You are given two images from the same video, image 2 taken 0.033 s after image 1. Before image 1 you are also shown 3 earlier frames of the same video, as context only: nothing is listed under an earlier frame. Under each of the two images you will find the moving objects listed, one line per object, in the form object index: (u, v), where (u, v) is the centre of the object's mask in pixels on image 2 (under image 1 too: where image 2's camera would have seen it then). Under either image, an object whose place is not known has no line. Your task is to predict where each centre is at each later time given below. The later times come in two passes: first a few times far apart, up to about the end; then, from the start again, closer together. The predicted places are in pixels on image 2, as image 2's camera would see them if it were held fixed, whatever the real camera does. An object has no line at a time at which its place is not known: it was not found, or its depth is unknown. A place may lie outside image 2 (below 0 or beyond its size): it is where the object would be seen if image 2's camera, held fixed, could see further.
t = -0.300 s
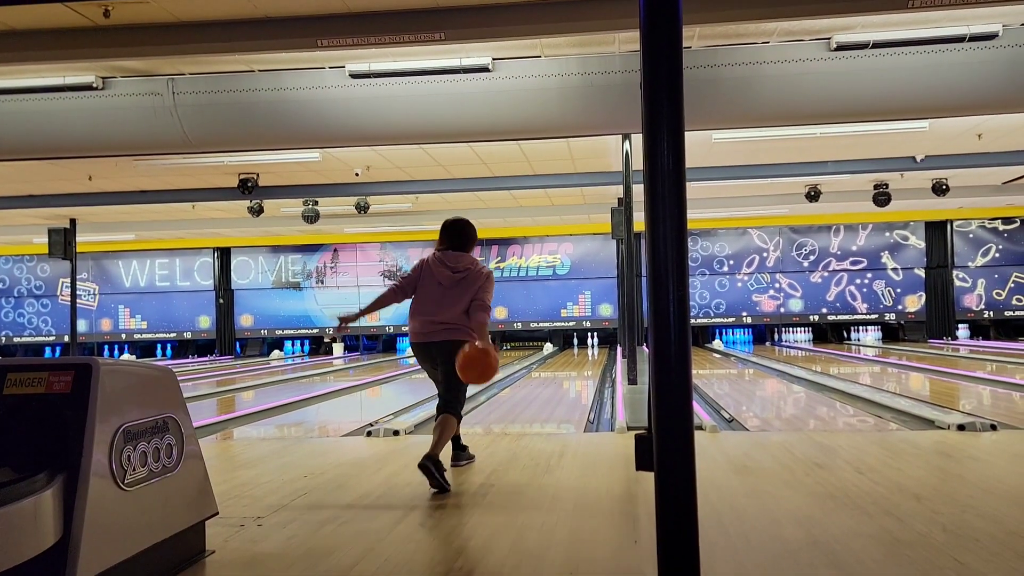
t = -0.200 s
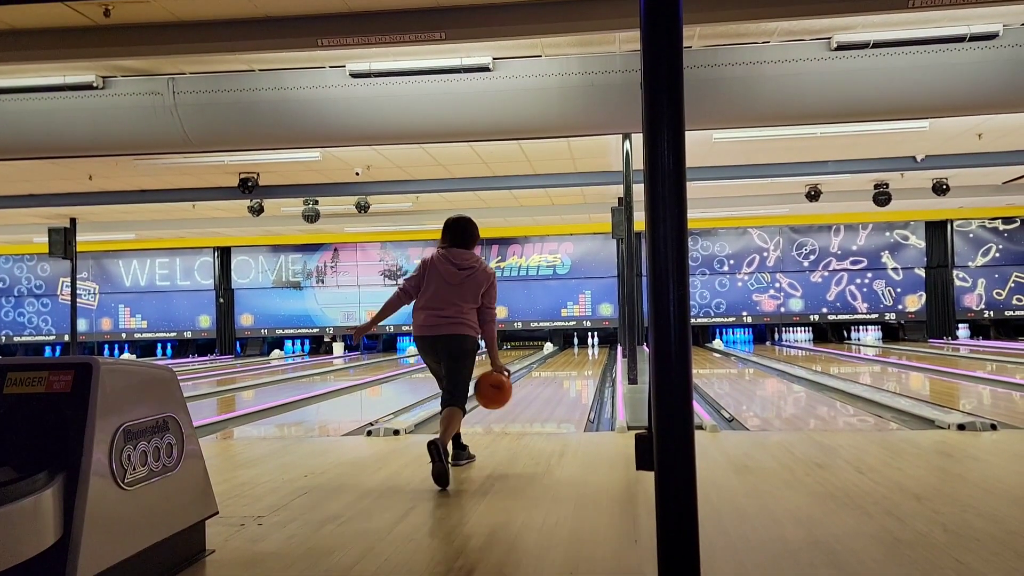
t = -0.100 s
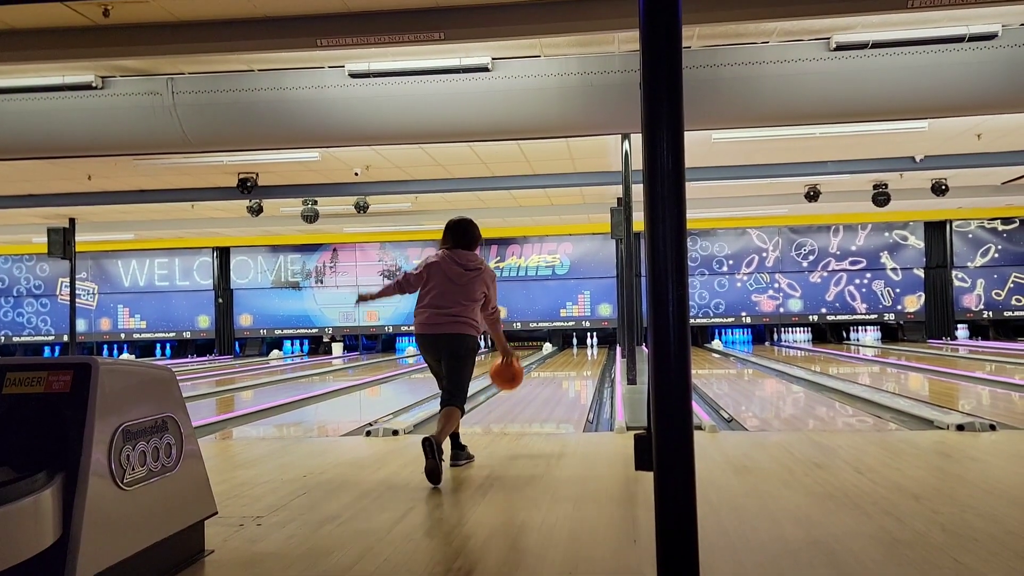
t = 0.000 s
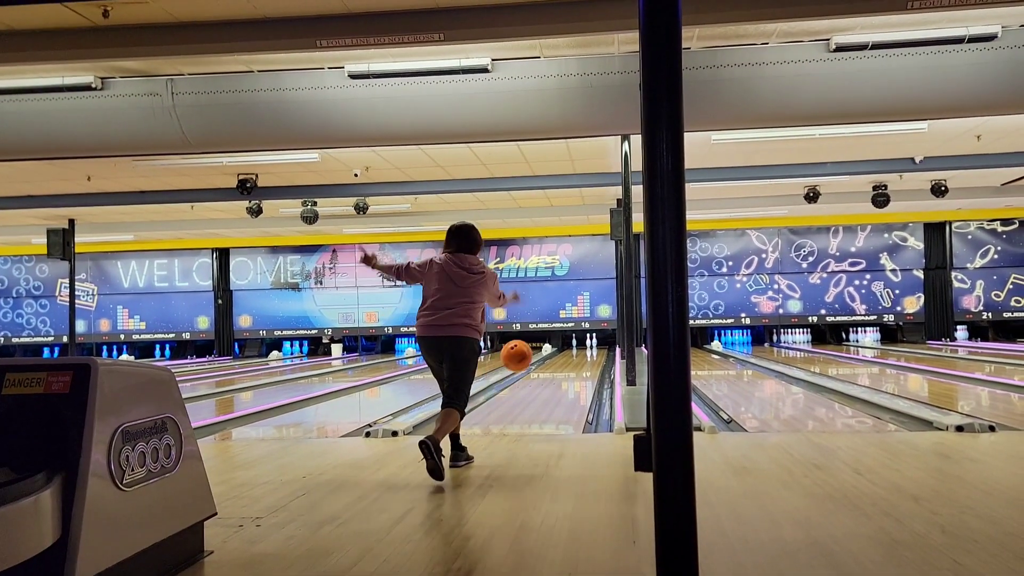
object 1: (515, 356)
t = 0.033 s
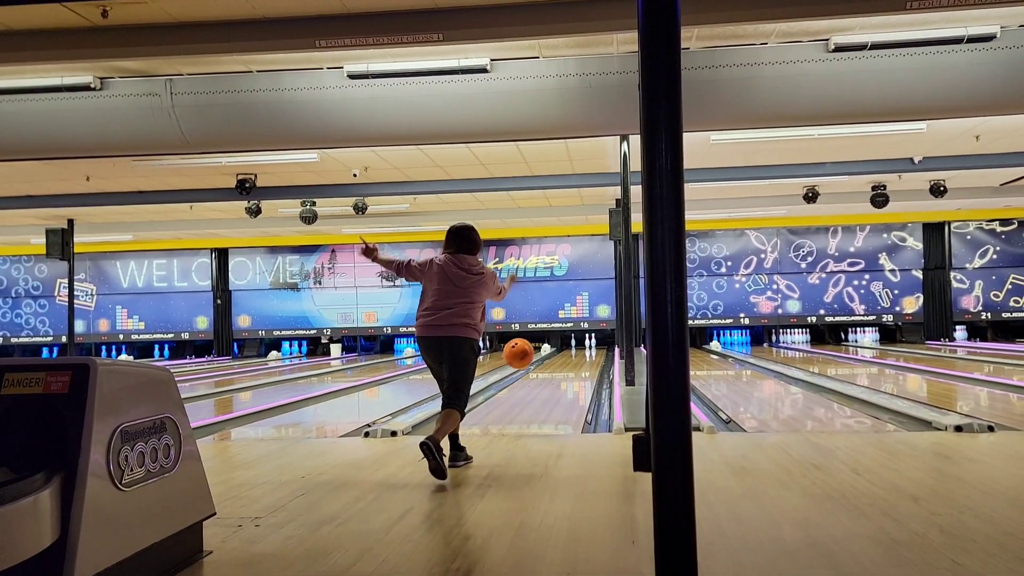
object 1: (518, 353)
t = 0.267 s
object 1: (537, 376)
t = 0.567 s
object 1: (552, 386)
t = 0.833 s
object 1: (561, 376)
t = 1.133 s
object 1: (568, 368)
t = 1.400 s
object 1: (573, 363)
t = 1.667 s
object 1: (578, 359)
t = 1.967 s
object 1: (580, 355)
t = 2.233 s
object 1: (580, 352)
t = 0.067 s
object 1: (522, 353)
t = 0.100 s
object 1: (524, 353)
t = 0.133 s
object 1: (527, 355)
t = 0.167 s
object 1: (530, 359)
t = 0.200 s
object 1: (532, 363)
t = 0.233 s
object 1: (535, 369)
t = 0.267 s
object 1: (537, 376)
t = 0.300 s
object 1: (539, 383)
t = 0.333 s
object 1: (542, 392)
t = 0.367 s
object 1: (544, 395)
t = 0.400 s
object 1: (545, 391)
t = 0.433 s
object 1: (547, 389)
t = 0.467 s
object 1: (548, 387)
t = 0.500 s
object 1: (550, 386)
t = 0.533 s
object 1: (551, 387)
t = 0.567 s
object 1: (552, 386)
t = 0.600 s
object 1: (554, 385)
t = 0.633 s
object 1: (555, 384)
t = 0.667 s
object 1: (556, 382)
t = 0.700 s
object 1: (558, 381)
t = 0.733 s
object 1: (559, 380)
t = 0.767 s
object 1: (559, 379)
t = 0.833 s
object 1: (561, 376)
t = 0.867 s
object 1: (562, 375)
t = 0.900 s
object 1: (563, 374)
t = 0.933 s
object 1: (564, 373)
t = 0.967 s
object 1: (564, 373)
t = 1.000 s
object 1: (565, 372)
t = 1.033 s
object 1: (566, 371)
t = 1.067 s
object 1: (567, 370)
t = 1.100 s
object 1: (568, 369)
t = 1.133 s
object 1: (568, 368)
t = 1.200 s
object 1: (569, 367)
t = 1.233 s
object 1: (570, 366)
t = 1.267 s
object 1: (570, 365)
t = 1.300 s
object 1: (571, 365)
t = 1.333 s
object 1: (572, 364)
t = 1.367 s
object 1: (573, 364)
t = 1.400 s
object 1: (573, 363)
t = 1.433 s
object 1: (574, 363)
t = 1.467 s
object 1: (574, 362)
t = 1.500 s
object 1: (575, 362)
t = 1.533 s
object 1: (575, 361)
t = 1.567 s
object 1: (576, 361)
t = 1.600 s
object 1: (576, 360)
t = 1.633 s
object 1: (577, 360)
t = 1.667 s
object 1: (578, 359)
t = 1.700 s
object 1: (579, 359)
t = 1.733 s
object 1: (579, 358)
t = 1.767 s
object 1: (579, 357)
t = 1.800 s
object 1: (579, 357)
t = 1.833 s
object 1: (579, 357)
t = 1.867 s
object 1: (579, 356)
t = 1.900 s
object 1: (579, 356)
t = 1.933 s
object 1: (580, 355)
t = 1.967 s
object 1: (580, 355)
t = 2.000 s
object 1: (580, 354)
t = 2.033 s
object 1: (580, 354)
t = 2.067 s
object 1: (580, 354)
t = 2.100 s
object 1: (580, 353)
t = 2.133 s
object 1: (580, 353)
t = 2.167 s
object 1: (580, 353)
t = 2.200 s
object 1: (580, 352)
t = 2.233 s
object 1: (580, 352)
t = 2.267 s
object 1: (580, 352)
